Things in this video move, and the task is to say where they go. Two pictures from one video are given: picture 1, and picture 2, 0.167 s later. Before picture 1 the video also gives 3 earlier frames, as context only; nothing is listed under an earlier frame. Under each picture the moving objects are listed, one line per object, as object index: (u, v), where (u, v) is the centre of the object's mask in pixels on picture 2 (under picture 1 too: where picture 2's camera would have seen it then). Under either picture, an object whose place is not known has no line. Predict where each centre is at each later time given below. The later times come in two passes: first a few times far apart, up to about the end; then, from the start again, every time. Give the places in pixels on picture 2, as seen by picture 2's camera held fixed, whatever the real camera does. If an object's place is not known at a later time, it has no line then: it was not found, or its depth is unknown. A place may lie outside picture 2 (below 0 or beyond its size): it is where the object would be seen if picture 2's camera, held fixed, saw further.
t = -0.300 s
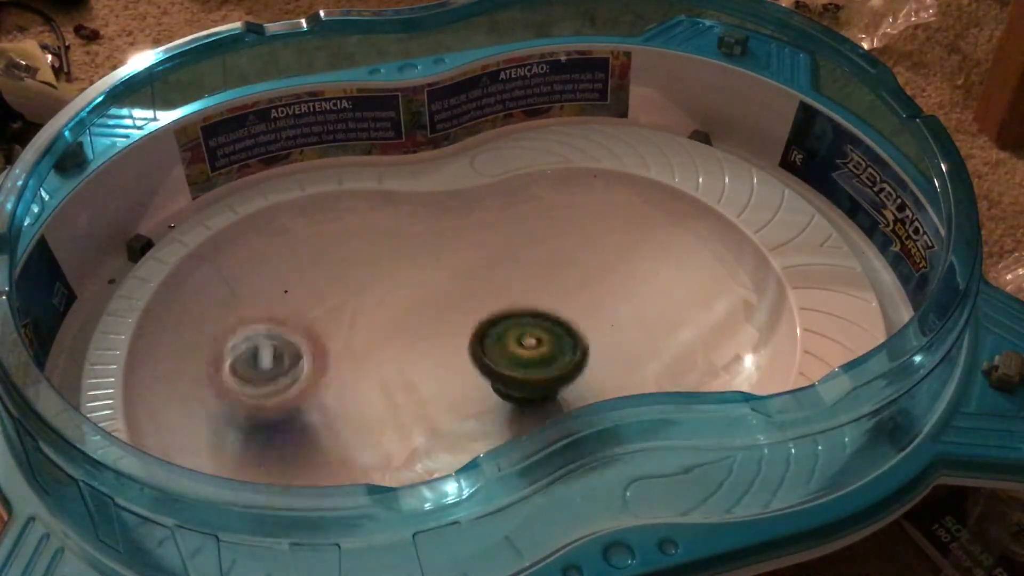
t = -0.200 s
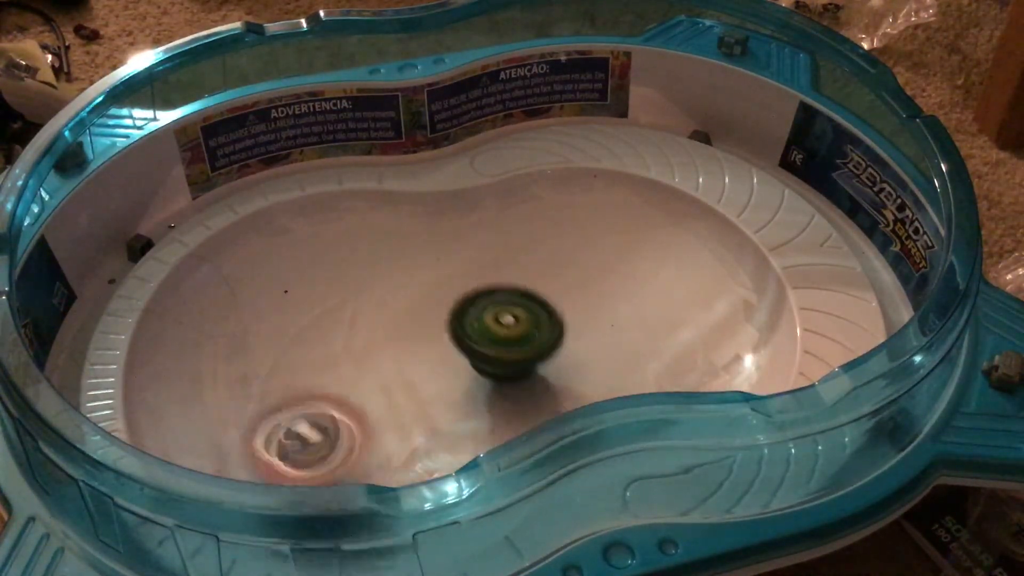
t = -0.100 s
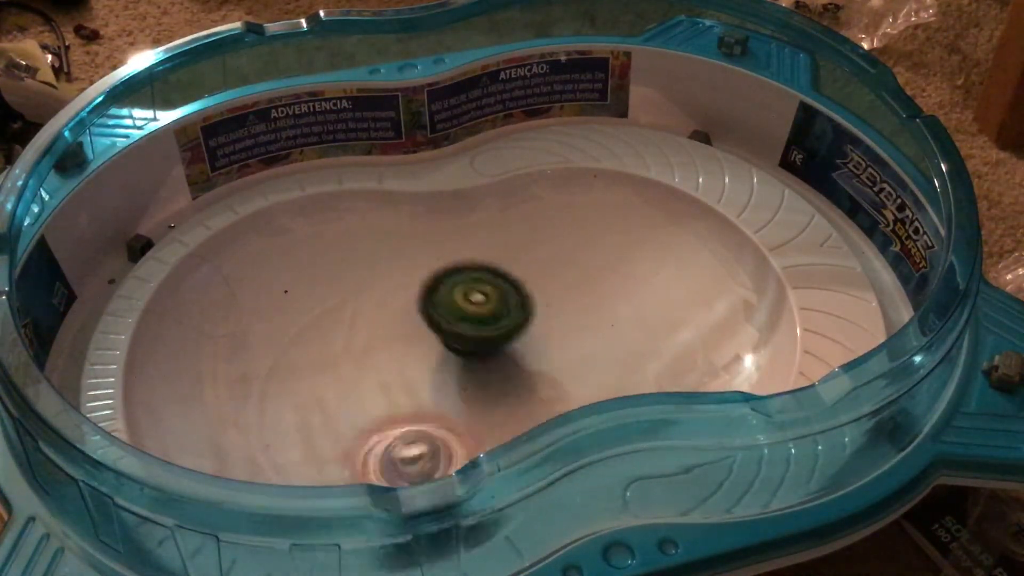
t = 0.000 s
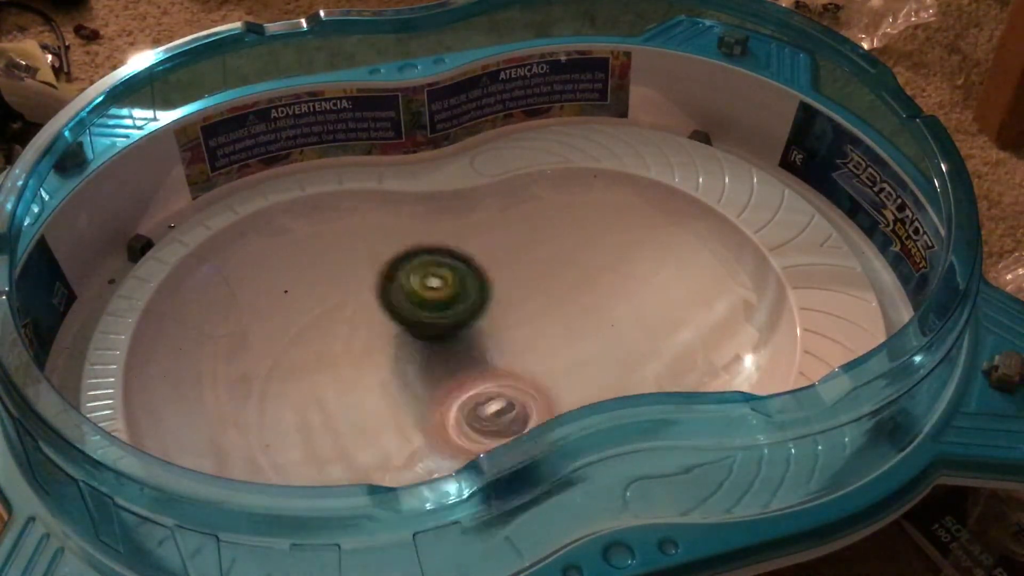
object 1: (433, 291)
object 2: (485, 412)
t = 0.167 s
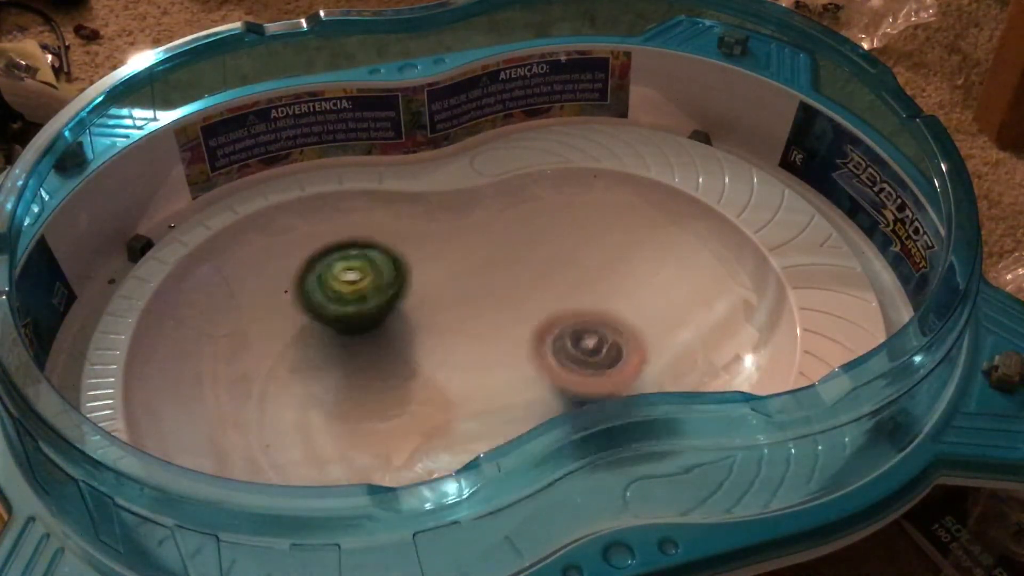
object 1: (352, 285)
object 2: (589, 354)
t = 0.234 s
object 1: (322, 294)
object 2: (598, 325)
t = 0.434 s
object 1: (274, 369)
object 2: (564, 257)
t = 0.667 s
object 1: (352, 440)
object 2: (476, 273)
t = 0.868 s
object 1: (419, 431)
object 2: (470, 335)
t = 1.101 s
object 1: (360, 461)
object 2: (592, 343)
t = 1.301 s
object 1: (328, 431)
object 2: (681, 323)
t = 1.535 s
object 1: (339, 316)
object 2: (629, 278)
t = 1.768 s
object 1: (363, 244)
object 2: (511, 306)
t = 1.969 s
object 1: (364, 263)
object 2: (410, 358)
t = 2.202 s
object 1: (318, 346)
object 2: (327, 442)
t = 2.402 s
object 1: (307, 396)
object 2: (364, 466)
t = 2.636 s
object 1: (324, 377)
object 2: (453, 417)
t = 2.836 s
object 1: (360, 327)
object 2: (485, 351)
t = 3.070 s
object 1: (387, 310)
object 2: (526, 322)
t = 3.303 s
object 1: (351, 356)
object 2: (617, 326)
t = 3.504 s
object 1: (303, 387)
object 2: (666, 314)
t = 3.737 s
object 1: (314, 392)
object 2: (626, 299)
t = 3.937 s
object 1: (374, 394)
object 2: (550, 309)
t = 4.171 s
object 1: (401, 413)
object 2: (456, 310)
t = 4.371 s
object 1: (349, 413)
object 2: (379, 317)
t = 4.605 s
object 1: (295, 384)
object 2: (370, 287)
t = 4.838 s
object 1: (348, 383)
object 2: (375, 289)
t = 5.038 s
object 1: (397, 435)
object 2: (375, 334)
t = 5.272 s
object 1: (414, 448)
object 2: (389, 368)
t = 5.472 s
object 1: (422, 436)
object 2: (372, 361)
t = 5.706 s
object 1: (411, 424)
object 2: (340, 331)
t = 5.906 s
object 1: (366, 419)
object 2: (342, 298)
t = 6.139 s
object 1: (369, 418)
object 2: (371, 315)
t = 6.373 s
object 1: (384, 423)
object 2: (349, 350)
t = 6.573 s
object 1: (372, 428)
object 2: (323, 341)
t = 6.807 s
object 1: (355, 422)
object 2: (328, 313)
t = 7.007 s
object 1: (340, 415)
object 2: (345, 312)
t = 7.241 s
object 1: (333, 396)
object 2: (406, 348)
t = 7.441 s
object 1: (340, 382)
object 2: (442, 355)
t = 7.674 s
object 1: (367, 369)
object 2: (478, 365)
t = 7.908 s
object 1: (368, 368)
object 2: (495, 360)
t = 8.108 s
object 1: (355, 372)
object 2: (486, 362)
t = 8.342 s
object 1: (350, 375)
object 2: (448, 358)
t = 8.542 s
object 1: (352, 374)
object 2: (434, 335)
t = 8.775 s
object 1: (352, 374)
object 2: (437, 341)
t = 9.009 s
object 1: (355, 372)
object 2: (455, 355)
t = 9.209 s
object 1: (362, 370)
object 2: (463, 357)
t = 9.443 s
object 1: (356, 372)
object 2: (456, 356)
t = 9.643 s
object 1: (352, 374)
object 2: (443, 348)
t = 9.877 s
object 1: (353, 373)
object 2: (443, 348)
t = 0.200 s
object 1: (338, 288)
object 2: (596, 339)
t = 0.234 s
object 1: (322, 294)
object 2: (598, 325)
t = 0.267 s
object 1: (309, 302)
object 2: (597, 311)
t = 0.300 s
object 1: (296, 313)
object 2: (594, 298)
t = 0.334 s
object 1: (286, 325)
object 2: (589, 285)
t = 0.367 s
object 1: (280, 340)
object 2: (582, 274)
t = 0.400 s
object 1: (276, 353)
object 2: (573, 264)
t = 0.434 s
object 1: (274, 369)
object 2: (564, 257)
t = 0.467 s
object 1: (278, 383)
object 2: (553, 251)
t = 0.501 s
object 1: (283, 398)
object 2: (540, 247)
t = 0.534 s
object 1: (292, 410)
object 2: (527, 247)
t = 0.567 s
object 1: (305, 423)
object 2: (514, 251)
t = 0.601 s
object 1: (318, 431)
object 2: (499, 256)
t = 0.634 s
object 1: (334, 436)
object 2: (486, 266)
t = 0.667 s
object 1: (352, 440)
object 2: (476, 273)
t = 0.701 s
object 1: (370, 440)
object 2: (465, 286)
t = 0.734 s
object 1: (389, 439)
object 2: (458, 298)
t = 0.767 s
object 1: (404, 435)
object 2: (454, 312)
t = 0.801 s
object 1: (417, 429)
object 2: (454, 323)
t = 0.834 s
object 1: (426, 424)
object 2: (457, 332)
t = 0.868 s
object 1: (419, 431)
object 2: (470, 335)
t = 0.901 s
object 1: (409, 441)
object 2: (487, 336)
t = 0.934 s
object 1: (401, 447)
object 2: (503, 337)
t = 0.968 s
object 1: (394, 452)
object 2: (520, 339)
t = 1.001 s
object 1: (387, 456)
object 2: (537, 341)
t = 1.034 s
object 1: (376, 460)
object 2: (555, 341)
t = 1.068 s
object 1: (369, 461)
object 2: (573, 342)
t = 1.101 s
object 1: (360, 461)
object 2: (592, 343)
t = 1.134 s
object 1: (351, 460)
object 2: (611, 343)
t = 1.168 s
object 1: (345, 456)
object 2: (630, 343)
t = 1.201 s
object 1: (339, 451)
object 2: (646, 342)
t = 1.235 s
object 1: (334, 447)
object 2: (660, 337)
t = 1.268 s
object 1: (331, 440)
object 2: (672, 332)
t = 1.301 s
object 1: (328, 431)
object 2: (681, 323)
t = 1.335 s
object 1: (326, 416)
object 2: (684, 313)
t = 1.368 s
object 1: (325, 400)
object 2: (684, 304)
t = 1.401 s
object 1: (326, 383)
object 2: (679, 294)
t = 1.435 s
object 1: (328, 367)
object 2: (669, 286)
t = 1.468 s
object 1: (331, 349)
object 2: (658, 281)
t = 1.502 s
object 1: (334, 332)
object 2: (644, 279)
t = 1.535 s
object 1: (339, 316)
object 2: (629, 278)
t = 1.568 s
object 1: (343, 299)
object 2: (613, 277)
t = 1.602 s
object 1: (347, 284)
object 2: (595, 280)
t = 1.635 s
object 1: (351, 271)
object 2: (581, 285)
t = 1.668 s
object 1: (355, 262)
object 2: (563, 290)
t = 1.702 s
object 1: (357, 253)
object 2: (546, 295)
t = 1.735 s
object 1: (361, 248)
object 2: (526, 301)
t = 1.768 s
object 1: (363, 244)
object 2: (511, 306)
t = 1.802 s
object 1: (364, 245)
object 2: (492, 313)
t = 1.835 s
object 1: (367, 248)
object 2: (475, 318)
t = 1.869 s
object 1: (368, 254)
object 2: (451, 327)
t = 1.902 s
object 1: (371, 257)
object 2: (434, 337)
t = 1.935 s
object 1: (368, 259)
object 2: (418, 349)
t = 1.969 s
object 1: (364, 263)
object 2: (410, 358)
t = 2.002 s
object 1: (359, 268)
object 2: (395, 375)
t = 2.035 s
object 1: (354, 277)
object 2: (377, 387)
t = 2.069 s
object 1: (346, 287)
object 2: (365, 397)
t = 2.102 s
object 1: (341, 298)
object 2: (352, 408)
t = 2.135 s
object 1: (332, 315)
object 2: (341, 422)
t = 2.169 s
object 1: (324, 332)
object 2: (330, 431)
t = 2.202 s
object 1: (318, 346)
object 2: (327, 442)
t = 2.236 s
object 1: (314, 359)
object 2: (324, 449)
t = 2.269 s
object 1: (313, 365)
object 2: (326, 455)
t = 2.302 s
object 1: (310, 374)
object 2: (328, 460)
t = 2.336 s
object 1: (306, 382)
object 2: (335, 463)
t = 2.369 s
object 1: (307, 388)
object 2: (347, 465)
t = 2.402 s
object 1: (307, 396)
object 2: (364, 466)
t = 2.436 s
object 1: (309, 401)
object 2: (380, 462)
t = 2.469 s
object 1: (309, 405)
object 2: (393, 455)
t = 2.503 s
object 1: (313, 403)
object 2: (405, 451)
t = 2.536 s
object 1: (315, 396)
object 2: (421, 446)
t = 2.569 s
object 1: (317, 390)
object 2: (435, 438)
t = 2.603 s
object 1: (320, 384)
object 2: (448, 428)
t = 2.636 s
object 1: (324, 377)
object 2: (453, 417)
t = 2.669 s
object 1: (332, 370)
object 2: (460, 404)
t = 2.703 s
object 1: (337, 365)
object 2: (465, 391)
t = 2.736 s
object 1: (346, 356)
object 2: (467, 378)
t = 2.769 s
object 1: (355, 349)
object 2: (470, 367)
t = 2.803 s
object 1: (355, 339)
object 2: (477, 358)
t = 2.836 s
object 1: (360, 327)
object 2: (485, 351)
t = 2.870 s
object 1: (369, 320)
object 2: (491, 345)
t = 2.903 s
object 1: (376, 316)
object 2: (497, 339)
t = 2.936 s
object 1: (380, 314)
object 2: (501, 332)
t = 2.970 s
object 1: (382, 311)
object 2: (503, 328)
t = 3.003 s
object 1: (389, 308)
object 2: (506, 323)
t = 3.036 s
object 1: (389, 308)
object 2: (514, 323)
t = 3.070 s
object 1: (387, 310)
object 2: (526, 322)
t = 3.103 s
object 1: (384, 315)
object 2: (538, 321)
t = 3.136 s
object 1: (380, 321)
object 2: (551, 320)
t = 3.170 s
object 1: (374, 329)
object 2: (565, 321)
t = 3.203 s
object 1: (369, 334)
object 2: (578, 321)
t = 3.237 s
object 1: (366, 341)
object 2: (591, 323)
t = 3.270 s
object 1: (360, 348)
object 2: (603, 323)
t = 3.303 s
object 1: (351, 356)
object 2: (617, 326)
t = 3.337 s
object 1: (342, 363)
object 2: (630, 325)
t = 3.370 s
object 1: (334, 370)
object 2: (639, 325)
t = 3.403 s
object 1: (328, 375)
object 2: (650, 323)
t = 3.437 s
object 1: (321, 379)
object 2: (656, 320)
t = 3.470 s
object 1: (312, 384)
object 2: (665, 318)
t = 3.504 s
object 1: (303, 387)
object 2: (666, 314)
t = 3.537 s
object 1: (301, 388)
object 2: (668, 311)
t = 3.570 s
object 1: (300, 390)
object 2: (665, 306)
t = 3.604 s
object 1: (298, 392)
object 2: (660, 304)
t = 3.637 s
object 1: (298, 393)
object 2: (655, 301)
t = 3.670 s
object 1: (300, 393)
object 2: (647, 301)
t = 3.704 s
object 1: (305, 392)
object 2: (637, 300)
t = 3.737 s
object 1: (314, 392)
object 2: (626, 299)
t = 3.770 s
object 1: (322, 394)
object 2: (615, 300)
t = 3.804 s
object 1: (329, 395)
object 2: (603, 301)
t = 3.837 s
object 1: (338, 393)
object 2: (591, 304)
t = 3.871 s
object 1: (350, 392)
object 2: (579, 305)
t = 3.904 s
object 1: (362, 392)
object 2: (565, 307)
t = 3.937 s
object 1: (374, 394)
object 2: (550, 309)
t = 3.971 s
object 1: (383, 395)
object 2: (533, 311)
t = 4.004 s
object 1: (390, 394)
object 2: (518, 313)
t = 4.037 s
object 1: (400, 393)
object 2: (502, 315)
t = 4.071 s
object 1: (410, 392)
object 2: (486, 317)
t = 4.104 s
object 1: (407, 403)
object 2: (477, 315)
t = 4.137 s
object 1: (403, 409)
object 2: (465, 312)
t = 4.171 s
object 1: (401, 413)
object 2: (456, 310)
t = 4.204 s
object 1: (396, 415)
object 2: (442, 309)
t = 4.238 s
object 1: (386, 416)
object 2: (430, 308)
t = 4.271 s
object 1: (374, 416)
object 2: (417, 310)
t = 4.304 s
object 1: (365, 416)
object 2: (404, 311)
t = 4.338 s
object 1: (358, 413)
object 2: (389, 315)
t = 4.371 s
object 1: (349, 413)
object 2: (379, 317)
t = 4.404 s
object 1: (333, 419)
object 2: (374, 314)
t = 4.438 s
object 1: (321, 411)
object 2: (369, 308)
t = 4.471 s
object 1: (312, 403)
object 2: (365, 307)
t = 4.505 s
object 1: (301, 395)
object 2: (363, 305)
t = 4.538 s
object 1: (292, 391)
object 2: (369, 298)
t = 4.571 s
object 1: (291, 387)
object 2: (369, 293)
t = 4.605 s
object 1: (295, 384)
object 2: (370, 287)
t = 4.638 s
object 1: (306, 383)
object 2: (374, 284)
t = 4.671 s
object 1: (320, 379)
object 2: (373, 284)
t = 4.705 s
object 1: (327, 377)
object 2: (376, 280)
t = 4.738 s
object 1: (330, 380)
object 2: (379, 282)
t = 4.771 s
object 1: (337, 382)
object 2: (377, 281)
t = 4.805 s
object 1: (342, 381)
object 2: (379, 285)
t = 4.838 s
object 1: (348, 383)
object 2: (375, 289)
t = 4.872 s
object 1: (353, 390)
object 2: (377, 294)
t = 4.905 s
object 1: (361, 400)
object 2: (374, 301)
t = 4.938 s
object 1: (370, 410)
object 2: (374, 308)
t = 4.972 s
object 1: (379, 418)
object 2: (374, 316)
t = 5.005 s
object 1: (386, 428)
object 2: (375, 324)
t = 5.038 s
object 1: (397, 435)
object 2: (375, 334)
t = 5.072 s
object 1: (404, 437)
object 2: (376, 342)
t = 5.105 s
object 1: (408, 440)
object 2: (380, 350)
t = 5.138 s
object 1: (410, 442)
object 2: (380, 359)
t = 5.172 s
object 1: (405, 447)
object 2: (383, 361)
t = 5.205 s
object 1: (406, 450)
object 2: (386, 365)
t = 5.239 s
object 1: (410, 450)
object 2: (387, 368)
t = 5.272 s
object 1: (414, 448)
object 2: (389, 368)
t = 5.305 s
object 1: (417, 444)
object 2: (388, 368)
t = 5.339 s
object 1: (420, 440)
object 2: (381, 372)
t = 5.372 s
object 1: (424, 437)
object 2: (383, 370)
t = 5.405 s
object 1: (425, 437)
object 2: (384, 366)
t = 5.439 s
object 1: (423, 437)
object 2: (379, 363)
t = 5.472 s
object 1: (422, 436)
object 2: (372, 361)
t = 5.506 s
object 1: (422, 435)
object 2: (366, 355)
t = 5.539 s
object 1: (422, 434)
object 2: (361, 351)
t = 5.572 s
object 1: (424, 432)
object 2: (357, 349)
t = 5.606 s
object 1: (424, 430)
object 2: (351, 346)
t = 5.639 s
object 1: (422, 428)
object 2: (344, 343)
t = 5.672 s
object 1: (419, 426)
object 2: (344, 341)
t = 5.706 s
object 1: (411, 424)
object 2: (340, 331)
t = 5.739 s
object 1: (400, 423)
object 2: (341, 325)
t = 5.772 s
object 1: (390, 422)
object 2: (342, 320)
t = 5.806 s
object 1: (380, 420)
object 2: (340, 319)
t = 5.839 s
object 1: (374, 421)
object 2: (338, 314)
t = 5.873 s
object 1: (368, 420)
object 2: (335, 307)
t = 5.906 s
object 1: (366, 419)
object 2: (342, 298)
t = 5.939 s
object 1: (366, 418)
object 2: (350, 298)
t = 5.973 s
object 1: (366, 416)
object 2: (355, 306)
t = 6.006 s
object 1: (367, 414)
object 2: (351, 310)
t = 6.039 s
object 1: (367, 415)
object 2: (349, 311)
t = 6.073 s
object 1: (368, 414)
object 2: (357, 304)
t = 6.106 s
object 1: (369, 414)
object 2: (365, 311)
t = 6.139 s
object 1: (369, 418)
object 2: (371, 315)
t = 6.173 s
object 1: (371, 420)
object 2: (370, 321)
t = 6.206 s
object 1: (376, 422)
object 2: (367, 325)
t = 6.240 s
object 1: (381, 423)
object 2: (363, 333)
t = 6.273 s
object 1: (383, 423)
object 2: (358, 336)
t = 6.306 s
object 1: (385, 424)
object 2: (356, 341)
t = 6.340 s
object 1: (384, 422)
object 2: (352, 346)
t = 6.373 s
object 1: (384, 423)
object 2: (349, 350)
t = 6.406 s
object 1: (383, 423)
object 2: (340, 354)
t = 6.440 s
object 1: (380, 424)
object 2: (335, 355)
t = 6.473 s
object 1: (378, 424)
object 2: (326, 355)
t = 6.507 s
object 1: (376, 424)
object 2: (326, 354)
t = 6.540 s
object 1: (374, 427)
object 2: (321, 348)
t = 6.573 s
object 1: (372, 428)
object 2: (323, 341)
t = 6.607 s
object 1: (371, 426)
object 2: (321, 336)
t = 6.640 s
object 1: (368, 425)
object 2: (319, 330)
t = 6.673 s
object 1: (365, 424)
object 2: (318, 323)
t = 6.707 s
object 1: (362, 424)
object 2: (322, 319)
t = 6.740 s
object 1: (360, 423)
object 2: (326, 316)
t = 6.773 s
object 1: (357, 423)
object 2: (328, 314)
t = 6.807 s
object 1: (355, 422)
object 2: (328, 313)
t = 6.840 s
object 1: (353, 422)
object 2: (329, 311)
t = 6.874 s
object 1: (351, 421)
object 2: (330, 311)
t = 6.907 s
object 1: (348, 420)
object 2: (332, 309)
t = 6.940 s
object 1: (345, 418)
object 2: (336, 309)
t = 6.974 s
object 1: (342, 417)
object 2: (341, 310)
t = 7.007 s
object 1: (340, 415)
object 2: (345, 312)
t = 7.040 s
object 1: (338, 413)
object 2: (352, 317)
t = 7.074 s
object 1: (336, 411)
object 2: (358, 321)
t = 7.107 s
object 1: (335, 408)
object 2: (366, 326)
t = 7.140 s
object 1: (333, 405)
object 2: (375, 332)
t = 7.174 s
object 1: (332, 403)
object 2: (385, 338)
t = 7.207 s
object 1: (331, 400)
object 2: (394, 343)
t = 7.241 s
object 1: (333, 396)
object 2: (406, 348)
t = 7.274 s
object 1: (334, 393)
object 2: (413, 351)
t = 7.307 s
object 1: (335, 390)
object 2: (420, 352)
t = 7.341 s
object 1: (336, 388)
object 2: (422, 354)
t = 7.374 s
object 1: (337, 386)
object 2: (427, 355)
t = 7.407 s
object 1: (339, 384)
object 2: (435, 355)
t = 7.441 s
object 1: (340, 382)
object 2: (442, 355)
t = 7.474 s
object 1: (343, 379)
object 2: (447, 357)
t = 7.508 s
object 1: (346, 377)
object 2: (453, 359)
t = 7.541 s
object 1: (349, 376)
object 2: (458, 361)
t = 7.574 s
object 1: (353, 374)
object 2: (464, 362)
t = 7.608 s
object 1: (357, 372)
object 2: (468, 364)
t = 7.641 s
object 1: (362, 370)
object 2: (474, 364)
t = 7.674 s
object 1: (367, 369)
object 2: (478, 365)
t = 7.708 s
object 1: (370, 368)
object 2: (482, 364)
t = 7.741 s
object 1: (372, 368)
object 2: (486, 364)
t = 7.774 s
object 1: (372, 368)
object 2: (488, 363)
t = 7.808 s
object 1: (371, 368)
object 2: (492, 361)
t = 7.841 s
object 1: (371, 368)
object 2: (494, 360)
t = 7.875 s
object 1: (370, 368)
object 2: (495, 360)
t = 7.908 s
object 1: (368, 368)
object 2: (495, 360)
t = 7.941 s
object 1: (366, 369)
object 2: (495, 359)
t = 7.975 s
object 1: (364, 369)
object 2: (495, 360)
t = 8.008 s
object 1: (362, 370)
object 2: (493, 360)
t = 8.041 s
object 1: (360, 371)
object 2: (491, 360)
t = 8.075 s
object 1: (357, 371)
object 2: (489, 361)
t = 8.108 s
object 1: (355, 372)
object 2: (486, 362)
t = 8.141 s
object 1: (353, 373)
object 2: (482, 363)
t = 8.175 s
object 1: (352, 374)
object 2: (477, 363)
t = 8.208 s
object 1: (351, 374)
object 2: (471, 364)
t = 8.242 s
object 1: (350, 375)
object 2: (466, 362)
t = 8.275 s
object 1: (350, 375)
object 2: (460, 361)
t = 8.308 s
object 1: (349, 375)
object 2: (453, 359)
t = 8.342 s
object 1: (350, 375)
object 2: (448, 358)
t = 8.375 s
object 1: (351, 374)
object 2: (444, 353)
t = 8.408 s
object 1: (352, 374)
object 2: (441, 349)
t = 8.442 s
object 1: (352, 374)
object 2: (439, 344)
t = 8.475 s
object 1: (352, 374)
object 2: (437, 340)
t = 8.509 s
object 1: (352, 374)
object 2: (435, 337)
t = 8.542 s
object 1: (352, 374)
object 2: (434, 335)
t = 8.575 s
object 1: (352, 374)
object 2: (434, 334)
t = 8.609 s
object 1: (352, 374)
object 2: (433, 334)
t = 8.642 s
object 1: (352, 374)
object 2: (433, 334)
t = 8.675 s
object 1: (352, 374)
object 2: (434, 335)
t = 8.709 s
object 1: (352, 374)
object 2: (434, 336)
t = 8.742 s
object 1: (352, 374)
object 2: (435, 338)
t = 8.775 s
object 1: (352, 374)
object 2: (437, 341)
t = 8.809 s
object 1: (352, 374)
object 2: (438, 344)
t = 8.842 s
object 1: (352, 374)
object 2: (440, 346)
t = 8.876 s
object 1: (352, 374)
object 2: (443, 348)
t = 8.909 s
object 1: (352, 374)
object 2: (445, 351)
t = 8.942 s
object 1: (353, 374)
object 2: (448, 353)
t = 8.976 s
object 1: (354, 373)
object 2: (452, 354)
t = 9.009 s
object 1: (355, 372)
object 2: (455, 355)
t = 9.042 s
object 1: (356, 372)
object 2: (457, 356)
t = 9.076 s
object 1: (358, 371)
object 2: (460, 358)
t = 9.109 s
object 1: (359, 371)
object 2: (462, 357)
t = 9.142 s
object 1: (360, 371)
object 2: (462, 358)
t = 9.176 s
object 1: (361, 370)
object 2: (463, 357)
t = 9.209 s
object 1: (362, 370)
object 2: (463, 357)
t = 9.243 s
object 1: (362, 370)
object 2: (462, 357)
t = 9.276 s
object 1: (361, 370)
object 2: (462, 357)
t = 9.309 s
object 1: (360, 371)
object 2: (460, 357)
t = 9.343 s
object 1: (359, 371)
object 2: (460, 357)
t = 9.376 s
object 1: (358, 372)
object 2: (459, 357)
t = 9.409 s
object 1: (357, 372)
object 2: (458, 356)
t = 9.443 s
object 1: (356, 372)
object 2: (456, 356)
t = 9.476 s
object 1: (355, 373)
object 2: (454, 355)
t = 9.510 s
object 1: (354, 373)
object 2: (452, 354)
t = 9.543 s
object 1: (353, 373)
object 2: (449, 353)
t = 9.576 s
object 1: (353, 374)
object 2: (447, 352)
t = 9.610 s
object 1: (352, 374)
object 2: (445, 350)
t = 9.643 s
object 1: (352, 374)
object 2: (443, 348)
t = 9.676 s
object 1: (352, 374)
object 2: (442, 347)
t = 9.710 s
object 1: (352, 373)
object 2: (441, 346)
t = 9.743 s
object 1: (352, 373)
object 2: (441, 346)
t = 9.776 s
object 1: (352, 373)
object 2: (441, 346)
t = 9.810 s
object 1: (352, 373)
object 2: (441, 346)
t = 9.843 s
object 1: (352, 373)
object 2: (442, 347)
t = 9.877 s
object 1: (353, 373)
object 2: (443, 348)
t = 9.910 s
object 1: (353, 373)
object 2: (444, 348)
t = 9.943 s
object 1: (353, 373)
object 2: (444, 349)
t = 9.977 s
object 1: (354, 373)
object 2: (445, 350)
